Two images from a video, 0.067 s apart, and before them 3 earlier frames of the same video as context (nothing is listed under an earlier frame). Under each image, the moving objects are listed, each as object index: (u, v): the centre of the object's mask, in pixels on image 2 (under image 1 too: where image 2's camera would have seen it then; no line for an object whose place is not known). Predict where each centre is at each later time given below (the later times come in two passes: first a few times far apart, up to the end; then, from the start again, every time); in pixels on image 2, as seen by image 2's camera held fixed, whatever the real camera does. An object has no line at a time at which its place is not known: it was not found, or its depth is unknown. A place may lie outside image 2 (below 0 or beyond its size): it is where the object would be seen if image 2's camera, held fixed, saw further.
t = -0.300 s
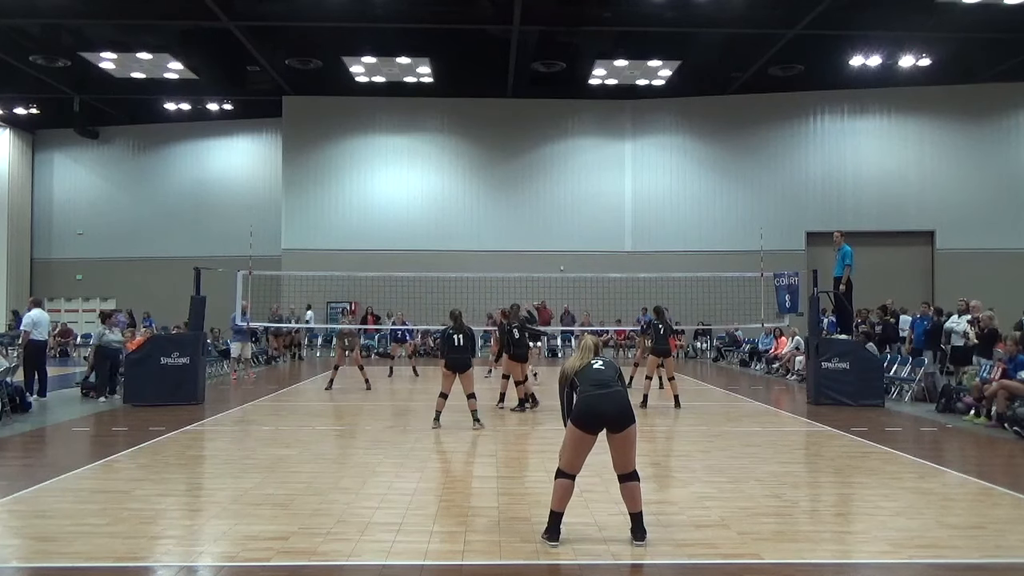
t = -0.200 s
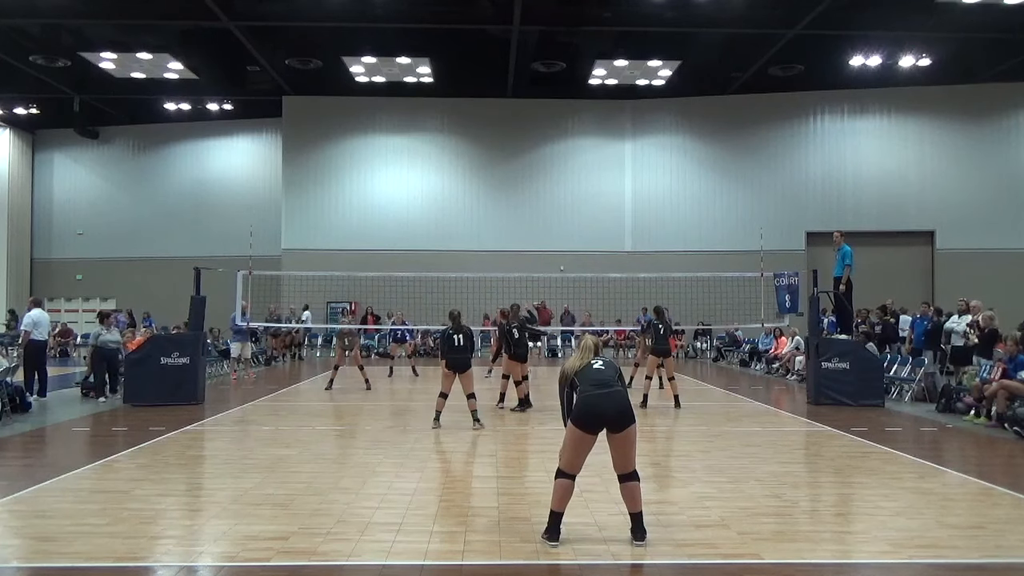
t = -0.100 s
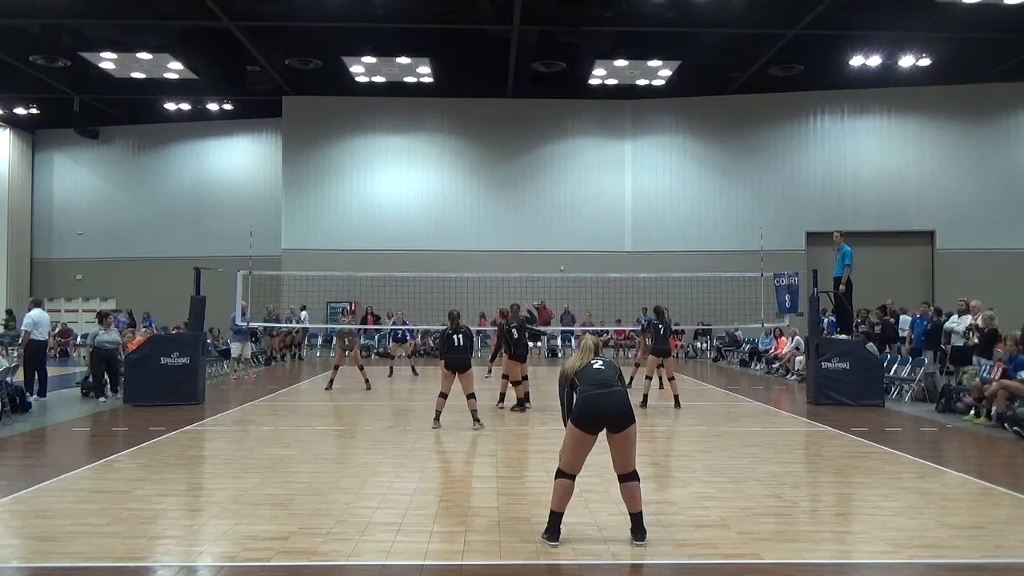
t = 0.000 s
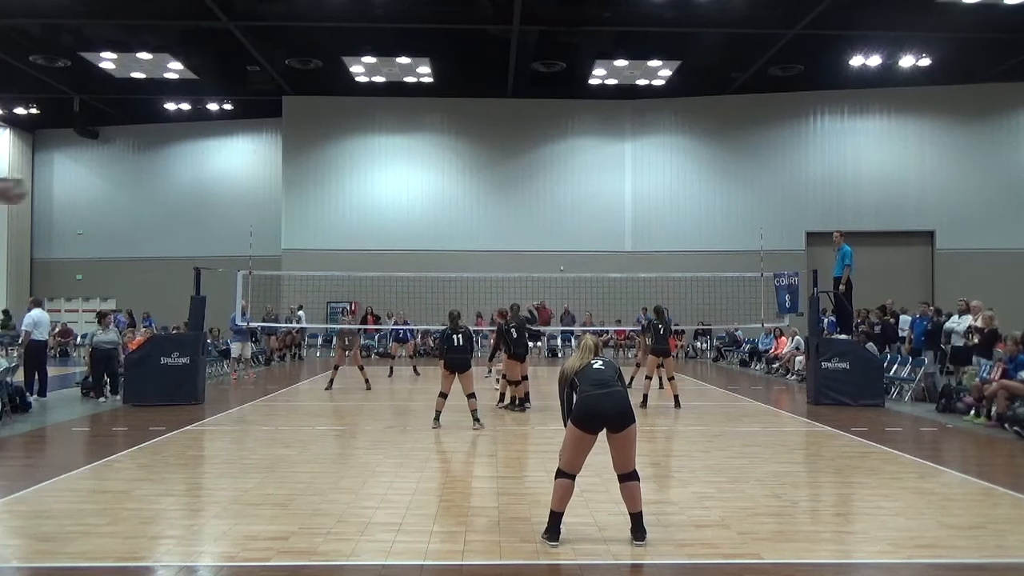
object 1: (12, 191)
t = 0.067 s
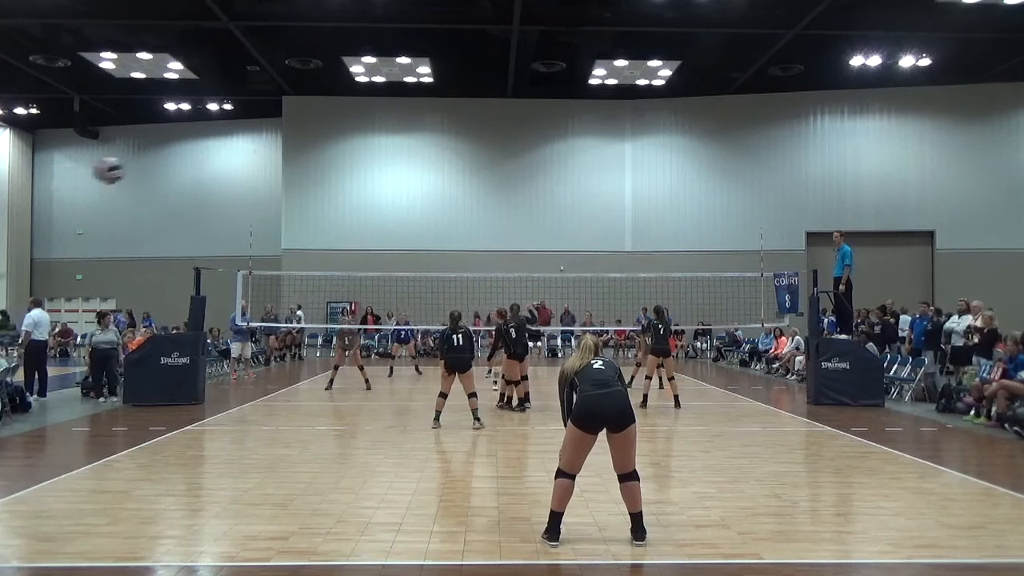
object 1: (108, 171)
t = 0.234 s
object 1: (265, 156)
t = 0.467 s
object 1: (384, 172)
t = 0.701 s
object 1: (450, 213)
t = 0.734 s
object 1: (457, 220)
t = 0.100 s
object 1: (149, 165)
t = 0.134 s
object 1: (184, 161)
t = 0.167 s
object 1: (215, 158)
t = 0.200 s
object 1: (241, 157)
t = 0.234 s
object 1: (265, 156)
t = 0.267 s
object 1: (287, 155)
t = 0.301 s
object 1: (307, 156)
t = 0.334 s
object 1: (324, 158)
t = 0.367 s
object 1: (341, 161)
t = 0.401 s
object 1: (357, 164)
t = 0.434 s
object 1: (371, 168)
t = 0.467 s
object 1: (384, 172)
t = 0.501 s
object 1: (396, 177)
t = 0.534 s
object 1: (407, 182)
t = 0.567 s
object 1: (417, 188)
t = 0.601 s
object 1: (426, 194)
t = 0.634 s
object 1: (435, 200)
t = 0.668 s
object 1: (442, 206)
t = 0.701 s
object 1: (450, 213)
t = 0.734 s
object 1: (457, 220)
